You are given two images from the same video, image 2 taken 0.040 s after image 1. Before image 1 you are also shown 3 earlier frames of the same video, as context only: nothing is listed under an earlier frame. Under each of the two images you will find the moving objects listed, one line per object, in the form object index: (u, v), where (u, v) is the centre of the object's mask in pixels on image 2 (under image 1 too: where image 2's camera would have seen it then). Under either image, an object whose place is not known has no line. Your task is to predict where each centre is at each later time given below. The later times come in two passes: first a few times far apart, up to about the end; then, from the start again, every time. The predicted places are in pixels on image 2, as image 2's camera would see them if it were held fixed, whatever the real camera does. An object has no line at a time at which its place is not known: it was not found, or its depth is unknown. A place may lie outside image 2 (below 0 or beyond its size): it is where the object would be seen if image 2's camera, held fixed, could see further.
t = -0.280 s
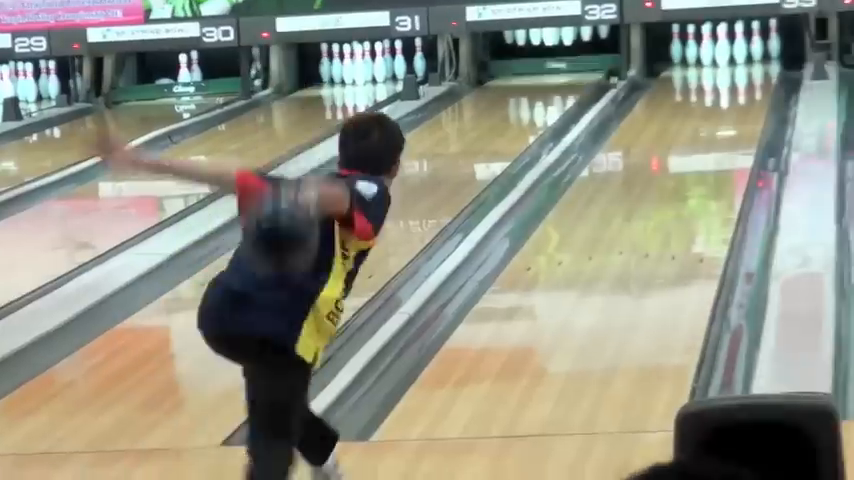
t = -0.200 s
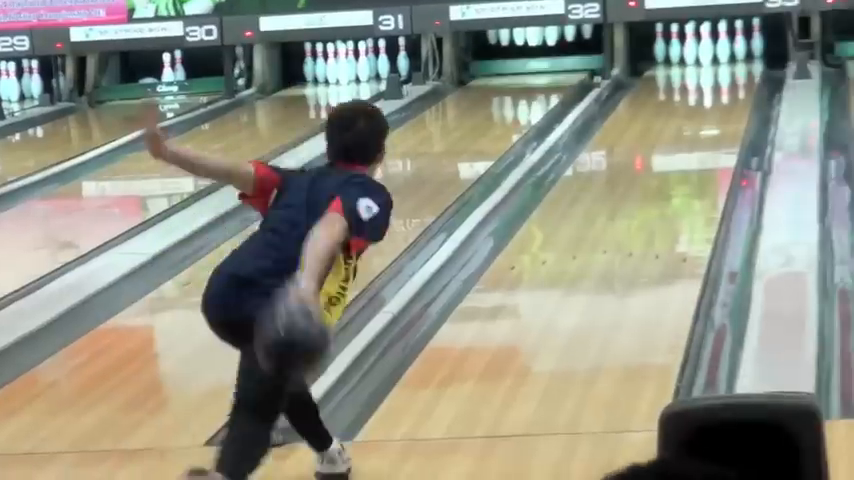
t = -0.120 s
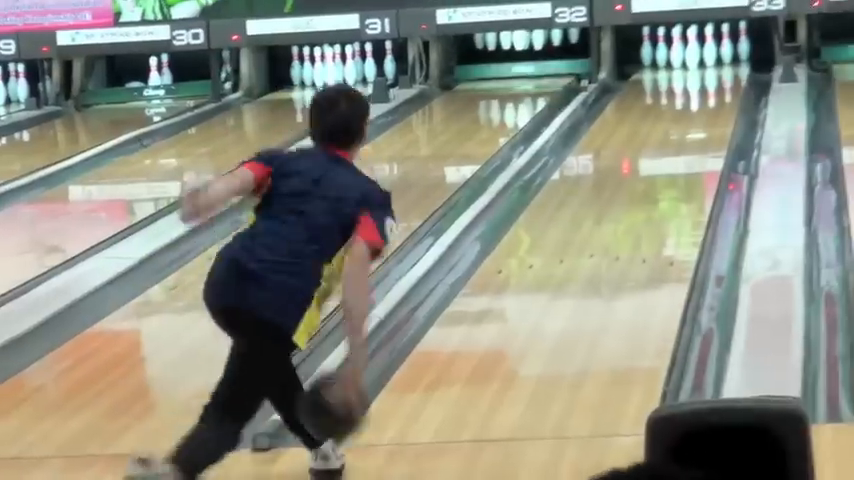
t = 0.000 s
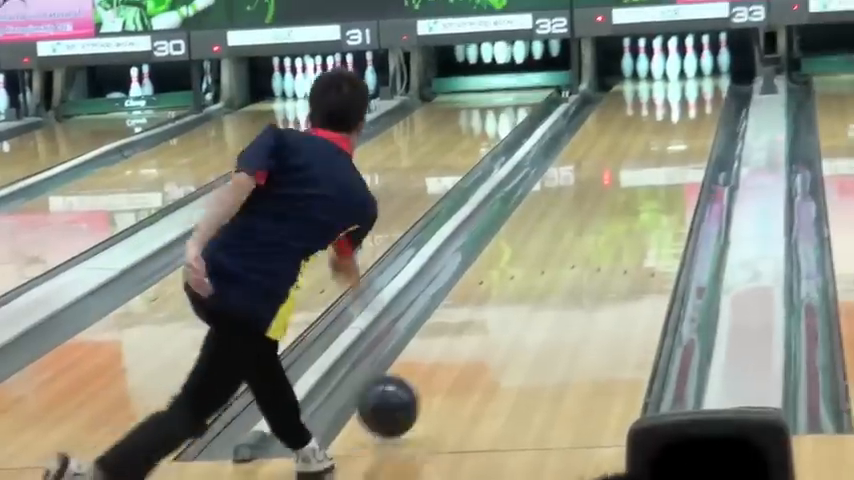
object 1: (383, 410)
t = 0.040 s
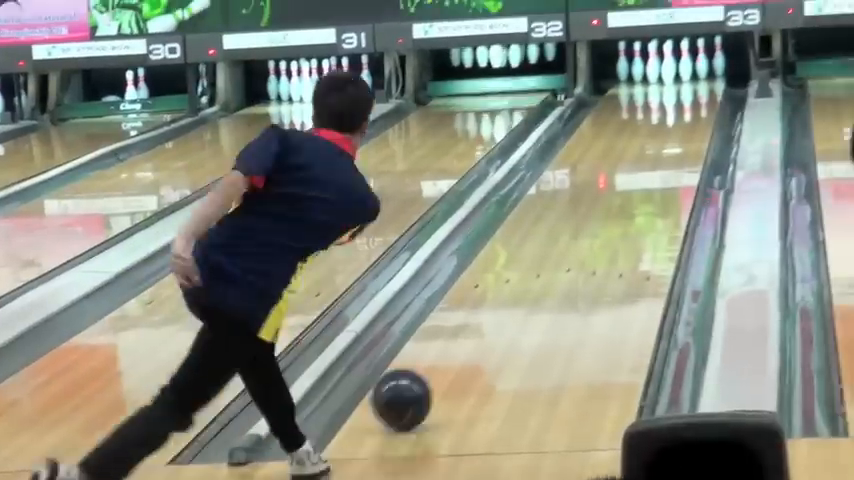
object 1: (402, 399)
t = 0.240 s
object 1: (476, 324)
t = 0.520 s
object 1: (551, 252)
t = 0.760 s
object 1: (597, 205)
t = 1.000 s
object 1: (631, 169)
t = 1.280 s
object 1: (662, 136)
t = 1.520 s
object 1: (680, 113)
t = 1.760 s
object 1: (688, 94)
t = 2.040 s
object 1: (685, 77)
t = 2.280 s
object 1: (678, 70)
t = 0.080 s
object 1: (418, 383)
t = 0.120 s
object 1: (434, 367)
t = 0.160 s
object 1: (449, 352)
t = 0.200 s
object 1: (463, 338)
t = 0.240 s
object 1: (476, 324)
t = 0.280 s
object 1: (489, 312)
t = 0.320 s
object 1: (501, 300)
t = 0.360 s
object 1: (512, 289)
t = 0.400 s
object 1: (523, 279)
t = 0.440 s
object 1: (533, 270)
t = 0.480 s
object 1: (542, 261)
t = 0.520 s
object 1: (551, 252)
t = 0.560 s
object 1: (560, 243)
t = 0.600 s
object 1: (568, 235)
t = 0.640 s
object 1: (576, 227)
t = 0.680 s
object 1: (583, 219)
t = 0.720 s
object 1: (590, 212)
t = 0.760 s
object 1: (597, 205)
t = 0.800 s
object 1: (604, 198)
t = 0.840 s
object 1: (610, 192)
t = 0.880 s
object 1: (616, 186)
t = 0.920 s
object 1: (621, 180)
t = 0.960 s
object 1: (627, 174)
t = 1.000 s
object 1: (631, 169)
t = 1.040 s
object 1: (636, 163)
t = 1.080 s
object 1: (641, 158)
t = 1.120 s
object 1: (646, 154)
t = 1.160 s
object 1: (650, 149)
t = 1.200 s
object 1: (654, 145)
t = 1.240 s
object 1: (658, 140)
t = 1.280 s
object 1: (662, 136)
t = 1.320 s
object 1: (665, 132)
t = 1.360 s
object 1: (668, 127)
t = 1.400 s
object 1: (672, 124)
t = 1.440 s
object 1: (674, 120)
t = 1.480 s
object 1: (677, 116)
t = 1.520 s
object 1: (680, 113)
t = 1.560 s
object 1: (682, 109)
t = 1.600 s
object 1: (684, 106)
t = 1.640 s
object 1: (685, 103)
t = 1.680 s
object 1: (687, 100)
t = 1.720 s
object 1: (688, 97)
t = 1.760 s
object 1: (688, 94)
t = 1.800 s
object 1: (689, 92)
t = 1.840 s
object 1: (690, 90)
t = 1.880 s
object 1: (689, 87)
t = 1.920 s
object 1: (688, 84)
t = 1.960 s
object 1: (687, 82)
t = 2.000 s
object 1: (686, 80)
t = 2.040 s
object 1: (685, 77)
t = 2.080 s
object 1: (683, 76)
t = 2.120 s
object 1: (681, 74)
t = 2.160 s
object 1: (678, 73)
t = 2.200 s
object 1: (679, 71)
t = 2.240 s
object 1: (678, 71)
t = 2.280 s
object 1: (678, 70)
